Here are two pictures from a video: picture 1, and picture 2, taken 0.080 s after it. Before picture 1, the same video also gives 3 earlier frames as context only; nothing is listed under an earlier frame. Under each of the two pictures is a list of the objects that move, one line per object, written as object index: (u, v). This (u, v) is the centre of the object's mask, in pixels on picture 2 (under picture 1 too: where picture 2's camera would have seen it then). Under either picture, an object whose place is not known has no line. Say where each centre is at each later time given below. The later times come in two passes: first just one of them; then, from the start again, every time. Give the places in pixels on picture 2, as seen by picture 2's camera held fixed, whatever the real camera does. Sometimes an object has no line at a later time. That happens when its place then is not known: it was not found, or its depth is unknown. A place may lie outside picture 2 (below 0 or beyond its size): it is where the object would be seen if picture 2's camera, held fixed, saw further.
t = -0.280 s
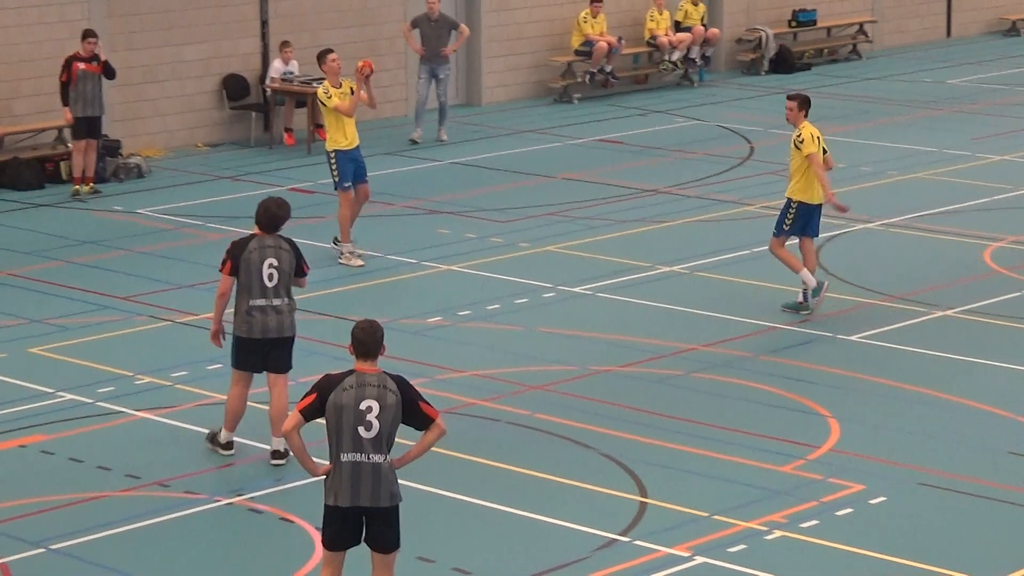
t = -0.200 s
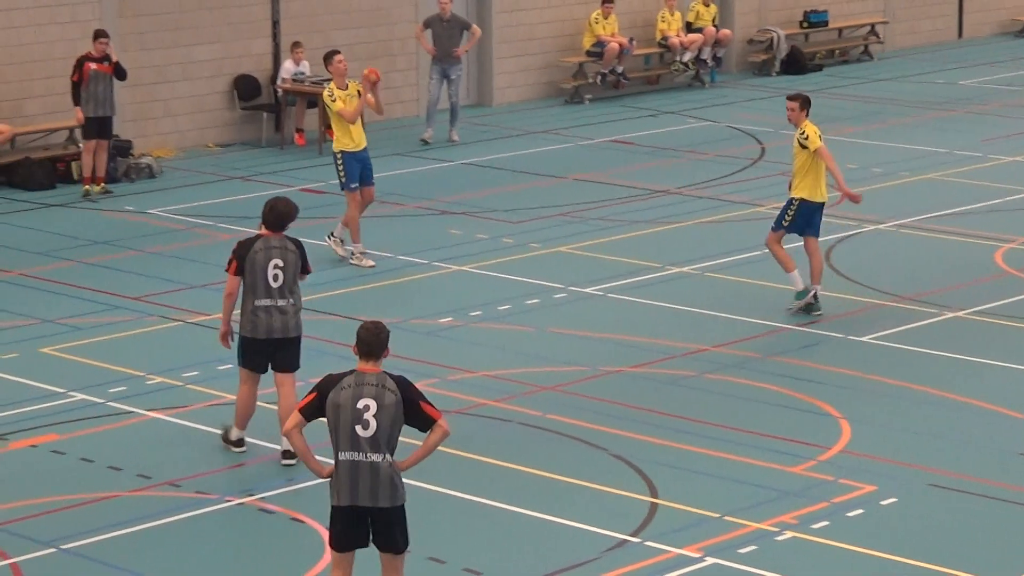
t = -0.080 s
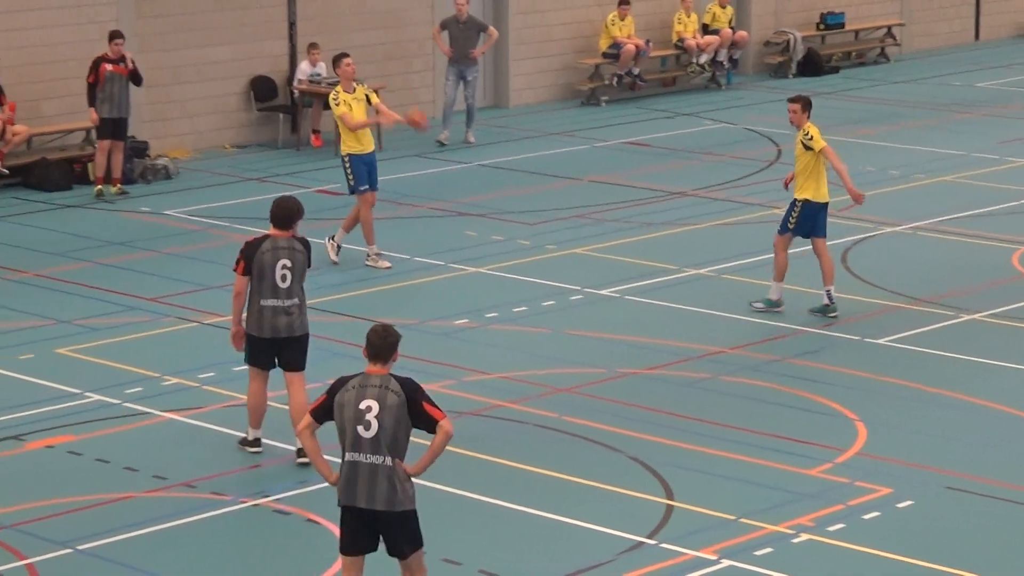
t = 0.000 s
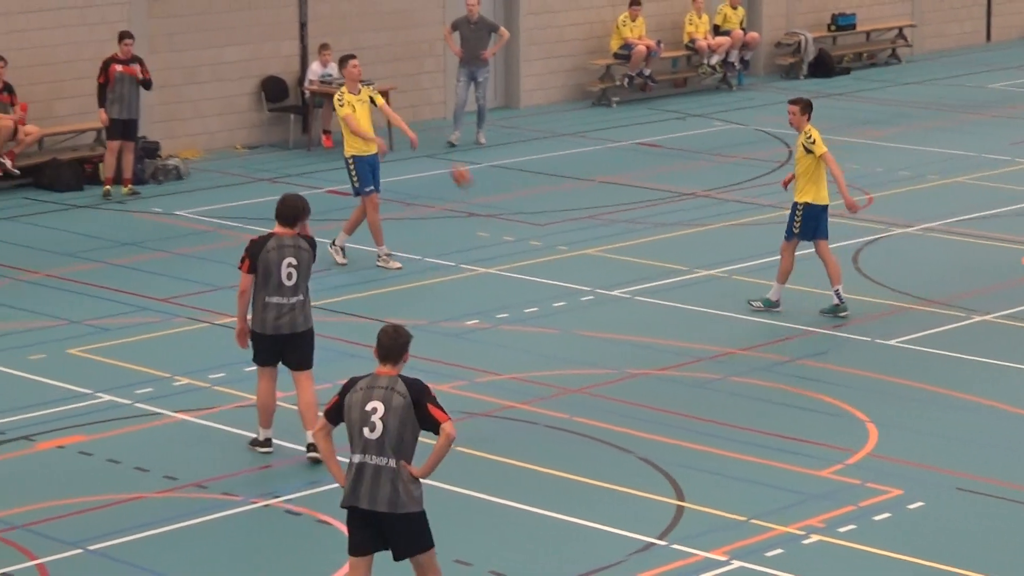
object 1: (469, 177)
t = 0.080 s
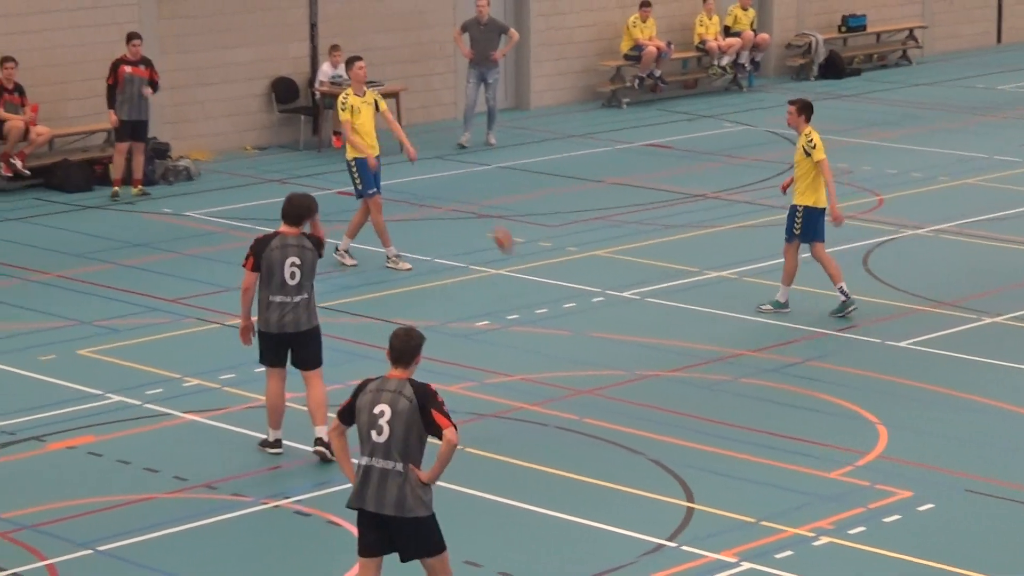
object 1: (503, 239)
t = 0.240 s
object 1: (548, 227)
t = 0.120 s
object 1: (520, 275)
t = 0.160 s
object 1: (531, 267)
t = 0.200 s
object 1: (539, 246)
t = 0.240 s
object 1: (548, 227)
